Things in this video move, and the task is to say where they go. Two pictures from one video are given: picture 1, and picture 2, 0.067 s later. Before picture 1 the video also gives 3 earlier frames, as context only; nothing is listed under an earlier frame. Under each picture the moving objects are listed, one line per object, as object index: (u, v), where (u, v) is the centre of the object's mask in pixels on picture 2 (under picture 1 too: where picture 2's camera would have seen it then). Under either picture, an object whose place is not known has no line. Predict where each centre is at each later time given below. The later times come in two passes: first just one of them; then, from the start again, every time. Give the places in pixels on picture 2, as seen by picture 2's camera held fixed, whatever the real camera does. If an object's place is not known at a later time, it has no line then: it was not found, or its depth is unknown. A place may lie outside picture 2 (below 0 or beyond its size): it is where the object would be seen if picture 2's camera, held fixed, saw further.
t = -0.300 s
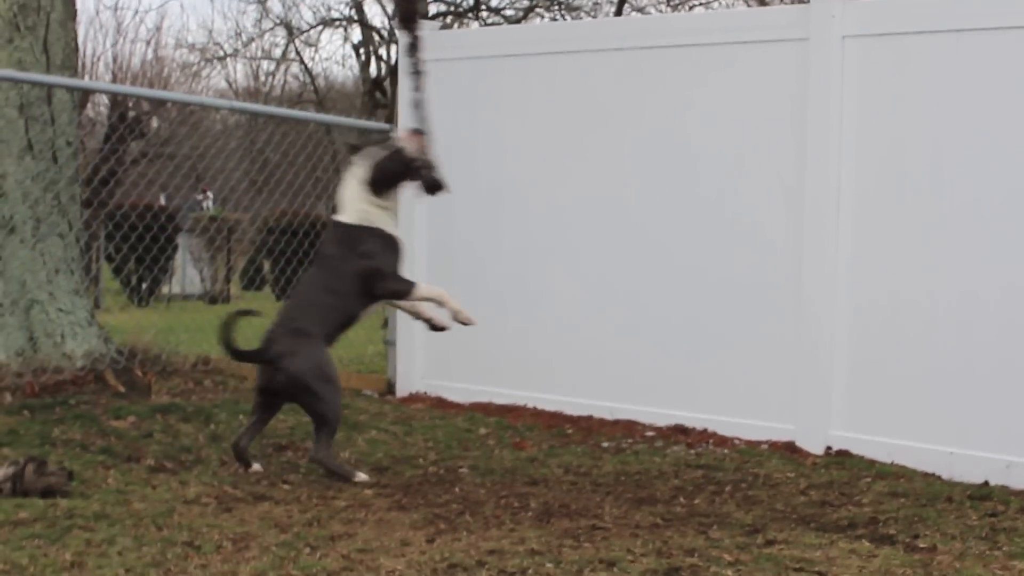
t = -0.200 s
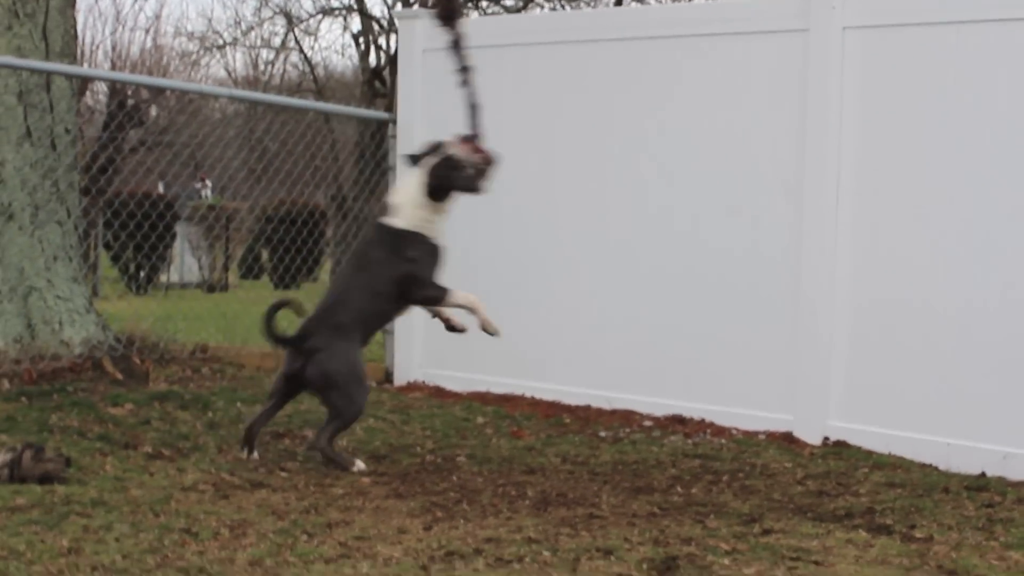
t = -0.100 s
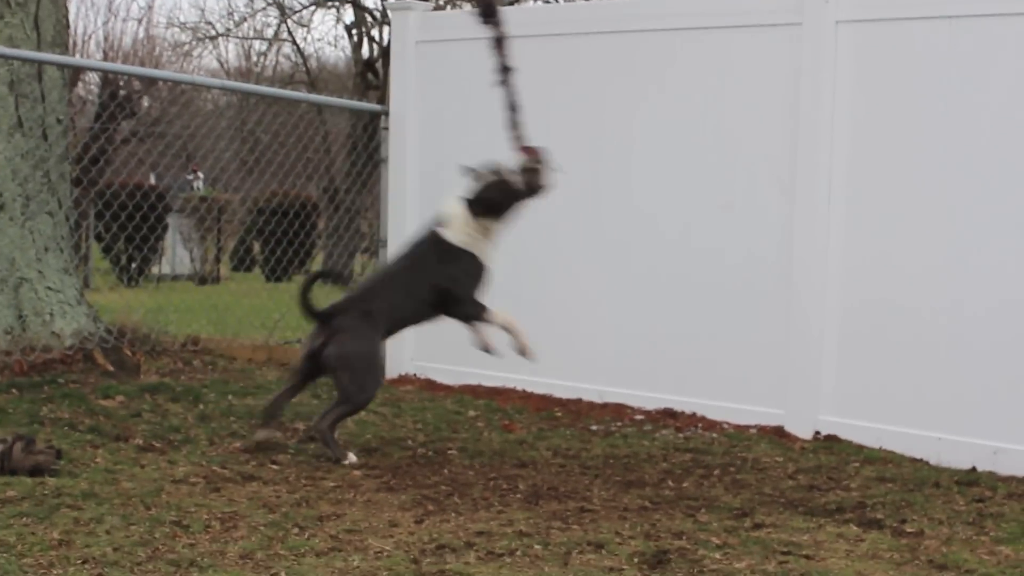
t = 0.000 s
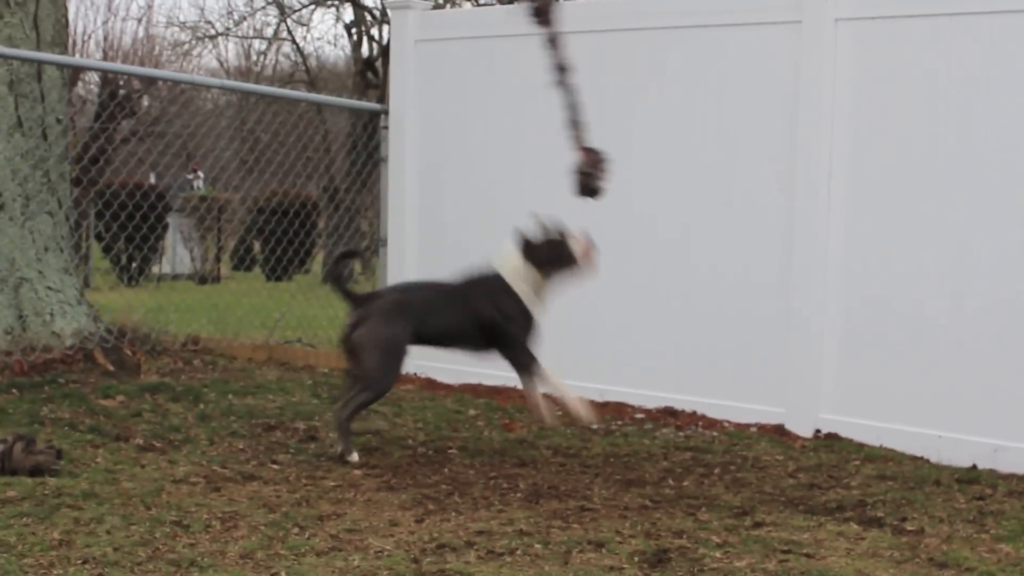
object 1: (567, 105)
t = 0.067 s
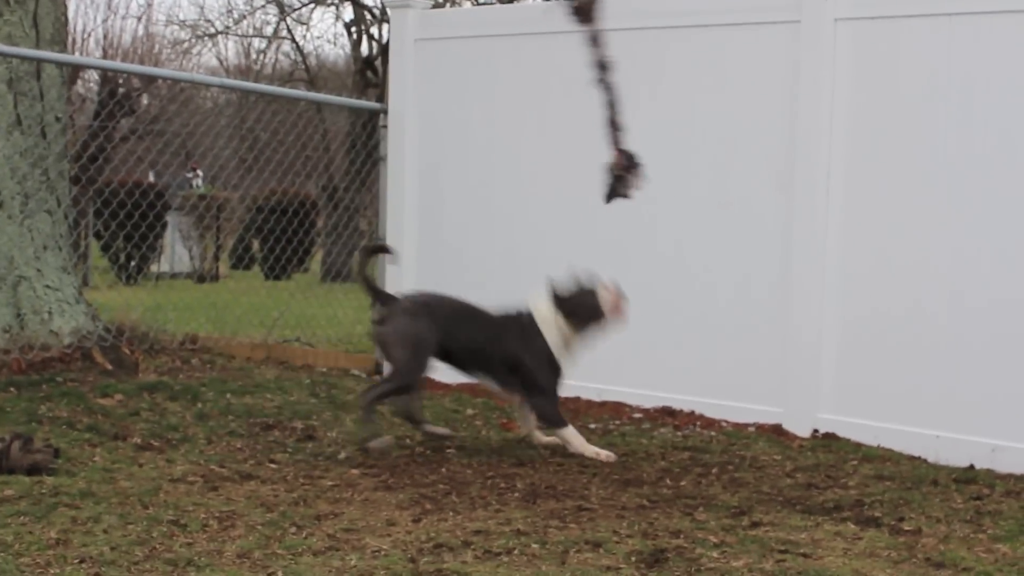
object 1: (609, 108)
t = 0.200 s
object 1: (685, 104)
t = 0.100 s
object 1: (628, 105)
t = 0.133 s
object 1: (645, 107)
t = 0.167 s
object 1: (666, 105)
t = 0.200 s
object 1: (685, 104)
